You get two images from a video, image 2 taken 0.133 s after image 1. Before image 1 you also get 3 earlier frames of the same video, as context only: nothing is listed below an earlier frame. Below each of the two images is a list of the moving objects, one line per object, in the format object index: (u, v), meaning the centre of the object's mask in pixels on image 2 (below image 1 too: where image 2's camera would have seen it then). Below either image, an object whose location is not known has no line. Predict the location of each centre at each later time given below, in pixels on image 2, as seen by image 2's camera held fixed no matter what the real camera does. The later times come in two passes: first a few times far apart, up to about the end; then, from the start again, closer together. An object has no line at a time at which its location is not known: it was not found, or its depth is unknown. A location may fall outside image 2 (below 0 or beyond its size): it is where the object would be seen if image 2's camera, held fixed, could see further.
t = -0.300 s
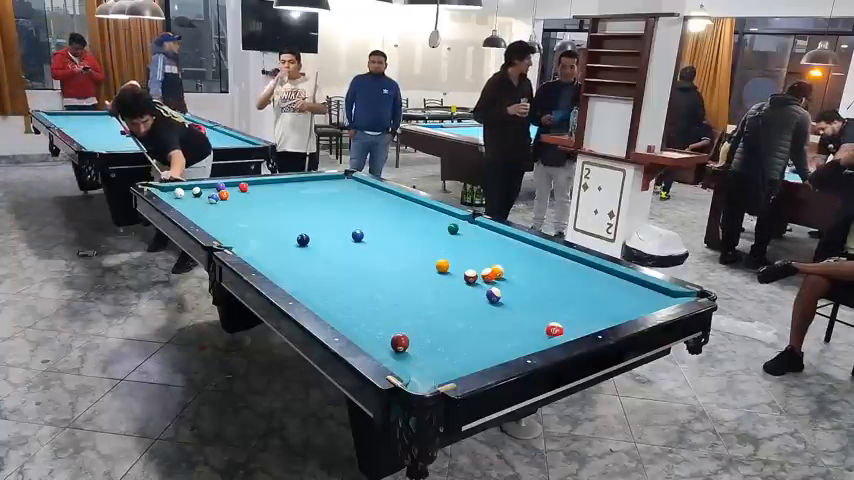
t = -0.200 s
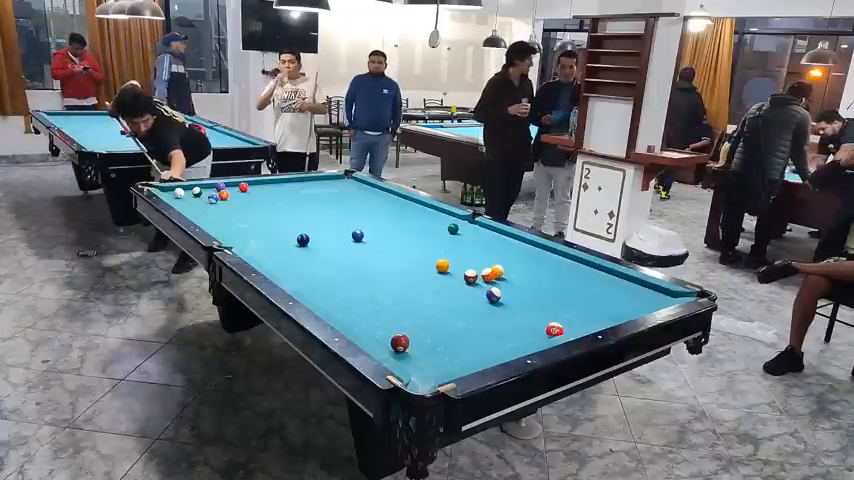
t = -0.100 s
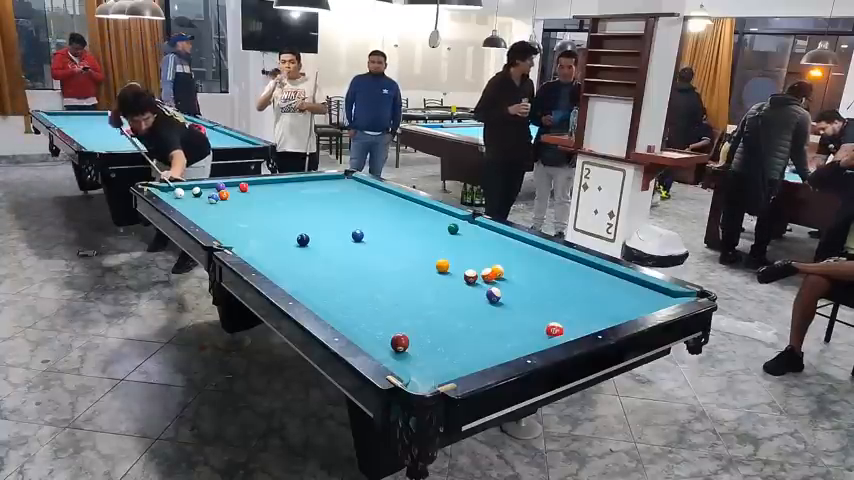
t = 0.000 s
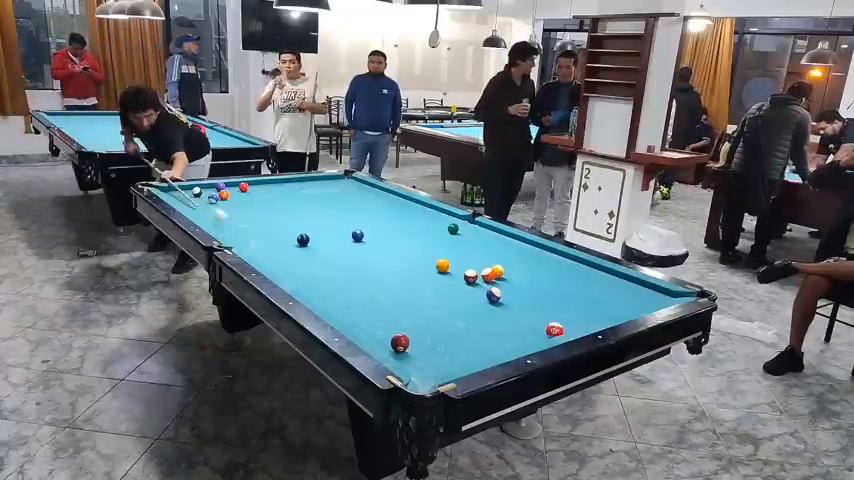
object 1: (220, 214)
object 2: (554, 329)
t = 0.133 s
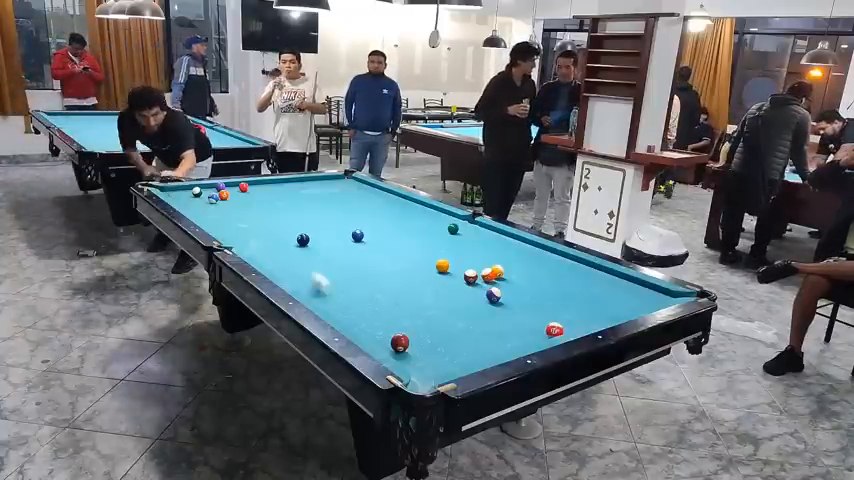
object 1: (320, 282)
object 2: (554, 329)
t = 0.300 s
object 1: (467, 332)
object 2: (554, 329)
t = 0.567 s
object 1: (550, 330)
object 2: (584, 319)
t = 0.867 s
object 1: (567, 313)
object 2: (614, 301)
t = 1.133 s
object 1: (580, 299)
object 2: (634, 286)
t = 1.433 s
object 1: (591, 286)
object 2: (616, 283)
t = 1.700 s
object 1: (574, 275)
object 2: (616, 285)
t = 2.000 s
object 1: (550, 264)
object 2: (623, 287)
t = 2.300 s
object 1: (529, 254)
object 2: (630, 288)
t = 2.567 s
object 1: (512, 247)
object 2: (634, 290)
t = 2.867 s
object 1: (496, 239)
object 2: (637, 291)
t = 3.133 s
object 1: (483, 233)
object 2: (637, 291)
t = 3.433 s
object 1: (470, 228)
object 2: (637, 291)
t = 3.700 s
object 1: (460, 223)
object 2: (638, 291)
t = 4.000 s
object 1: (450, 219)
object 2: (638, 291)
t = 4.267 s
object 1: (442, 215)
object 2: (638, 291)
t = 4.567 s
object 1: (434, 211)
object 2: (638, 291)
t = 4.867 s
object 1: (428, 208)
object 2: (638, 291)
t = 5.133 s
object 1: (423, 206)
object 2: (638, 291)
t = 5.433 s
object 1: (418, 203)
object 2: (638, 291)
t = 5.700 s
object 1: (414, 201)
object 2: (638, 291)
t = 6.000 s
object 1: (411, 199)
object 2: (638, 291)
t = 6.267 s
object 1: (407, 198)
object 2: (638, 291)
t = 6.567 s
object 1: (405, 197)
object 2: (638, 291)
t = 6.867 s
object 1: (403, 197)
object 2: (638, 291)
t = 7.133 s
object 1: (402, 196)
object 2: (638, 291)
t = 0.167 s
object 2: (554, 329)
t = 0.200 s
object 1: (393, 328)
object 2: (554, 329)
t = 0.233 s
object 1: (420, 329)
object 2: (554, 329)
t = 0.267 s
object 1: (443, 329)
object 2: (554, 329)
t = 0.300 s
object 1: (467, 332)
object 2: (554, 329)
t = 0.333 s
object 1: (488, 332)
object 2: (554, 329)
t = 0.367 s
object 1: (508, 332)
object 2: (554, 329)
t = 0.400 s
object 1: (528, 333)
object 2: (554, 329)
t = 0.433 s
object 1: (540, 332)
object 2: (559, 328)
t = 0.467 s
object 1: (544, 333)
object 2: (571, 325)
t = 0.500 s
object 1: (547, 333)
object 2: (578, 323)
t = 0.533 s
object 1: (548, 331)
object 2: (582, 321)
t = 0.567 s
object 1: (550, 330)
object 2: (584, 319)
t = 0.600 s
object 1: (552, 328)
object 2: (588, 317)
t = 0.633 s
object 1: (554, 327)
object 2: (592, 316)
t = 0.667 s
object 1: (556, 324)
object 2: (596, 313)
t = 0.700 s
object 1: (558, 322)
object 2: (599, 311)
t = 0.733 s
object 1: (560, 320)
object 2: (601, 309)
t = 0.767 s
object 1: (562, 318)
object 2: (605, 307)
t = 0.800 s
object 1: (564, 316)
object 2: (608, 305)
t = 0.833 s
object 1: (565, 315)
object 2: (610, 302)
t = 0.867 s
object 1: (567, 313)
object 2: (614, 301)
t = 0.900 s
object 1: (569, 311)
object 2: (616, 299)
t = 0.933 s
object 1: (571, 309)
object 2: (618, 296)
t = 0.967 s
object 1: (572, 307)
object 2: (622, 295)
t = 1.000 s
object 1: (574, 306)
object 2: (624, 294)
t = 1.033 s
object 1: (575, 304)
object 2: (627, 292)
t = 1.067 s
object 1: (577, 302)
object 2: (630, 290)
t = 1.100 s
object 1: (578, 301)
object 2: (632, 288)
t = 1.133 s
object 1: (580, 299)
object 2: (634, 286)
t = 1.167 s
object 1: (581, 297)
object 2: (636, 285)
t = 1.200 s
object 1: (582, 296)
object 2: (639, 284)
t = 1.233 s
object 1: (584, 294)
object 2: (639, 283)
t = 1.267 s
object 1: (585, 293)
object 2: (634, 283)
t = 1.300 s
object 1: (586, 291)
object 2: (632, 283)
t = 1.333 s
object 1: (587, 290)
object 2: (628, 283)
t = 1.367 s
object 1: (589, 289)
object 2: (624, 282)
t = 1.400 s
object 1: (590, 287)
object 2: (620, 283)
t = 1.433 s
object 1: (591, 286)
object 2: (616, 283)
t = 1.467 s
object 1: (593, 285)
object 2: (612, 283)
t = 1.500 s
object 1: (594, 283)
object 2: (608, 283)
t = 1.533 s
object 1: (590, 282)
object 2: (610, 283)
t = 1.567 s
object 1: (586, 280)
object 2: (612, 284)
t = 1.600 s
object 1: (583, 279)
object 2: (613, 284)
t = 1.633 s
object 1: (580, 278)
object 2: (614, 284)
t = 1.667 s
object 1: (577, 276)
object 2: (615, 285)
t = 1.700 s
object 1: (574, 275)
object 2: (616, 285)
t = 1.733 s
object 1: (571, 273)
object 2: (617, 285)
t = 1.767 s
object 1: (568, 272)
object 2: (617, 286)
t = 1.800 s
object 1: (566, 271)
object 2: (618, 286)
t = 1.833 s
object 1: (563, 270)
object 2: (619, 286)
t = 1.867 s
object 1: (560, 268)
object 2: (620, 286)
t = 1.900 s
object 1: (557, 267)
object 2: (621, 287)
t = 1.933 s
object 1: (555, 266)
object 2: (622, 287)
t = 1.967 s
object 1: (552, 265)
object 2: (623, 287)
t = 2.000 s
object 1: (550, 264)
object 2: (623, 287)
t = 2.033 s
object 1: (547, 262)
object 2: (624, 287)
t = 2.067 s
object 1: (545, 262)
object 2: (625, 287)
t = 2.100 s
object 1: (542, 261)
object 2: (625, 288)
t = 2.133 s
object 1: (541, 259)
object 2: (627, 288)
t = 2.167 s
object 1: (537, 258)
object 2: (627, 288)
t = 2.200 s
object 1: (535, 257)
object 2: (628, 288)
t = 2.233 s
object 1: (533, 256)
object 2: (628, 288)
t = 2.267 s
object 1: (531, 255)
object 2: (629, 288)
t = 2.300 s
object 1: (529, 254)
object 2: (630, 288)
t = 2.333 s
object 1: (527, 253)
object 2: (630, 289)
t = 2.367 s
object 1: (524, 252)
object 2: (631, 289)
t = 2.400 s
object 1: (522, 251)
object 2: (631, 289)
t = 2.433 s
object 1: (520, 250)
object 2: (632, 289)
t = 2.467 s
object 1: (518, 249)
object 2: (632, 289)
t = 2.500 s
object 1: (516, 248)
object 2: (633, 289)
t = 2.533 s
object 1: (514, 248)
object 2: (633, 290)
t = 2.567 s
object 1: (512, 247)
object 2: (634, 290)
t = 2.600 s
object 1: (510, 246)
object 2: (634, 290)
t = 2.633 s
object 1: (508, 245)
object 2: (634, 290)
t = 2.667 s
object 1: (507, 244)
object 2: (635, 290)
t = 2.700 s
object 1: (505, 243)
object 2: (635, 290)
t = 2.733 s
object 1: (503, 242)
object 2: (635, 290)
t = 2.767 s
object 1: (501, 241)
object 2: (636, 290)
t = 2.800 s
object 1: (499, 241)
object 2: (636, 290)
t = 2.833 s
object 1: (498, 240)
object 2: (637, 290)
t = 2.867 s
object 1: (496, 239)
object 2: (637, 291)
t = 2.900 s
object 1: (494, 238)
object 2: (637, 291)
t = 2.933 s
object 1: (492, 237)
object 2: (637, 291)
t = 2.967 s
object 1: (490, 237)
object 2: (637, 291)
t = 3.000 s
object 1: (489, 236)
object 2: (637, 291)
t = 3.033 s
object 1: (488, 235)
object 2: (637, 290)
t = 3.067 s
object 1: (486, 235)
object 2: (637, 290)
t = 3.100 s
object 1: (485, 234)
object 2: (637, 291)
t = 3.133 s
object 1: (483, 233)
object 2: (637, 291)
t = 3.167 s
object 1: (482, 233)
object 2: (637, 291)
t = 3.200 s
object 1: (480, 232)
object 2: (637, 291)
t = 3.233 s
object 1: (478, 232)
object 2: (637, 291)
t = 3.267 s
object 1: (477, 231)
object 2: (637, 291)
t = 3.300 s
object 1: (475, 230)
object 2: (637, 291)
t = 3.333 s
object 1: (474, 230)
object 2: (637, 291)
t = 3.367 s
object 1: (472, 229)
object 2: (637, 291)
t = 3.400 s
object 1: (471, 228)
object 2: (637, 291)
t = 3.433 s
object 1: (470, 228)
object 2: (637, 291)
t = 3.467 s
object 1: (469, 227)
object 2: (638, 291)
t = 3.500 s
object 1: (467, 227)
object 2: (638, 291)
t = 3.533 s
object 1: (466, 226)
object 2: (638, 291)
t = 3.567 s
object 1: (465, 225)
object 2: (638, 291)
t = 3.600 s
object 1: (463, 225)
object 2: (638, 291)
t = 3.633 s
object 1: (462, 224)
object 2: (638, 291)
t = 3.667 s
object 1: (461, 223)
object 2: (638, 291)
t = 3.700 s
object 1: (460, 223)
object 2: (638, 291)
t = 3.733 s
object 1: (459, 222)
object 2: (638, 291)
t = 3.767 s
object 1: (459, 222)
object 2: (638, 291)
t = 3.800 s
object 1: (457, 221)
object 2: (638, 291)
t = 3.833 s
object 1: (456, 221)
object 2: (638, 291)
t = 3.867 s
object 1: (455, 220)
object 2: (638, 291)
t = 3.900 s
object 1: (453, 220)
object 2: (638, 291)
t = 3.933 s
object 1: (452, 220)
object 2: (638, 291)
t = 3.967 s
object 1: (452, 219)
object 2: (638, 291)
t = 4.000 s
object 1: (450, 219)
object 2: (638, 291)
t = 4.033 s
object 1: (449, 218)
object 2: (638, 291)
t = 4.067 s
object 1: (448, 218)
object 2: (637, 291)
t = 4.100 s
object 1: (447, 217)
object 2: (638, 291)
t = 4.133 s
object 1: (446, 217)
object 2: (638, 291)
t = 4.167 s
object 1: (445, 216)
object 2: (638, 291)
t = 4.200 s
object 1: (444, 216)
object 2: (638, 291)
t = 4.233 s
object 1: (443, 216)
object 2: (638, 291)
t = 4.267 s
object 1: (442, 215)
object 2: (638, 291)
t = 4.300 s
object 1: (441, 214)
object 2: (638, 291)
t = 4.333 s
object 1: (440, 214)
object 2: (638, 291)
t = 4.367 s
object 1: (439, 214)
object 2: (638, 291)
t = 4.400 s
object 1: (438, 213)
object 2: (638, 291)
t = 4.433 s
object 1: (437, 213)
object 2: (638, 291)
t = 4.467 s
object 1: (436, 213)
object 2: (638, 291)
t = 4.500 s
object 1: (436, 212)
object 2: (638, 291)
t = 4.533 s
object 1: (435, 212)
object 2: (638, 291)
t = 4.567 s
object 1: (434, 211)
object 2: (638, 291)
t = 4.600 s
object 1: (433, 211)
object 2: (638, 291)
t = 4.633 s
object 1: (432, 211)
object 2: (638, 291)
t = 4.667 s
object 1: (432, 210)
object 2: (638, 291)
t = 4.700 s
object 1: (431, 210)
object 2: (638, 291)
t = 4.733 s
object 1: (430, 210)
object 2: (638, 291)
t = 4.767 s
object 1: (430, 209)
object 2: (638, 291)
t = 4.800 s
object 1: (429, 209)
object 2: (638, 291)
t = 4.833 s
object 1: (429, 208)
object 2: (638, 291)
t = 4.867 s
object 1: (428, 208)
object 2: (638, 291)
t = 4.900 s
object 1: (427, 208)
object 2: (638, 291)
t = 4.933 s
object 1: (427, 208)
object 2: (638, 291)
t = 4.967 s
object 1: (426, 207)
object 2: (638, 291)
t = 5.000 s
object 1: (425, 207)
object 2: (638, 291)
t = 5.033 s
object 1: (425, 207)
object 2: (638, 291)
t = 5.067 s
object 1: (424, 206)
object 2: (638, 291)
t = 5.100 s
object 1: (424, 206)
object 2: (638, 291)
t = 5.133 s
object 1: (423, 206)
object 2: (638, 291)
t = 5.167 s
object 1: (422, 205)
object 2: (638, 291)
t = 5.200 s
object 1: (422, 205)
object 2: (638, 291)
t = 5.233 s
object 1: (421, 205)
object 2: (638, 291)
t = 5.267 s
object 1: (421, 205)
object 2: (638, 291)
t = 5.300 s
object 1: (420, 204)
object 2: (638, 291)
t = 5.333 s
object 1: (420, 204)
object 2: (638, 291)
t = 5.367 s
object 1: (419, 204)
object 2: (638, 291)
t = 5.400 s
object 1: (419, 204)
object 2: (638, 291)
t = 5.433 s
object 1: (418, 203)
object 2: (638, 291)
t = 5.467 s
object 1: (418, 203)
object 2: (638, 291)
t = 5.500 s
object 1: (417, 203)
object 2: (638, 291)
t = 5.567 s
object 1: (416, 202)
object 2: (638, 291)
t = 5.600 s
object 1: (416, 202)
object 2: (638, 291)
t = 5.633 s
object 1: (415, 202)
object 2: (638, 291)
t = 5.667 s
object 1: (415, 201)
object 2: (638, 291)
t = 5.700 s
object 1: (414, 201)
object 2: (638, 291)
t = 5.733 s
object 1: (414, 201)
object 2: (638, 291)
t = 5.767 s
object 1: (414, 201)
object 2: (638, 291)
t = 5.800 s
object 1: (413, 201)
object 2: (638, 291)
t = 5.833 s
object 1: (413, 200)
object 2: (638, 291)
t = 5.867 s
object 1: (412, 200)
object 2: (638, 291)
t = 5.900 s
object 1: (412, 200)
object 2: (638, 291)
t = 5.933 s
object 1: (412, 200)
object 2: (638, 291)
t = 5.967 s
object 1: (411, 200)
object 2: (638, 291)
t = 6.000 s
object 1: (411, 199)
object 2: (638, 291)
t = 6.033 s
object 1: (410, 199)
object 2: (638, 291)
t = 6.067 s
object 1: (410, 199)
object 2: (638, 291)
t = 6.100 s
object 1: (410, 199)
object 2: (638, 291)
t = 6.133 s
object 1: (409, 199)
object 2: (638, 291)
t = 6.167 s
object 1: (409, 199)
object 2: (638, 291)
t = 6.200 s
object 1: (408, 199)
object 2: (638, 291)
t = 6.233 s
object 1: (408, 198)
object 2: (638, 291)
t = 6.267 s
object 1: (407, 198)
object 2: (638, 291)
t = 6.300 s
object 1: (407, 198)
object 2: (638, 291)
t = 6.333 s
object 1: (407, 198)
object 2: (638, 291)
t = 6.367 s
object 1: (407, 198)
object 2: (638, 291)
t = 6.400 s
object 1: (406, 198)
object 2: (638, 291)
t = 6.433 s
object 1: (406, 198)
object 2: (638, 291)
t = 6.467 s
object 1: (405, 198)
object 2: (638, 291)
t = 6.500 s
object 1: (405, 198)
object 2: (638, 291)
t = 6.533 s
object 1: (405, 197)
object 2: (638, 291)
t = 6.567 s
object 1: (405, 197)
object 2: (638, 291)
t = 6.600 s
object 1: (405, 197)
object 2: (638, 291)
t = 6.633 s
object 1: (404, 197)
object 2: (638, 291)
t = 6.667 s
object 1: (404, 197)
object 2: (638, 291)
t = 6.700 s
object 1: (404, 197)
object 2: (638, 291)
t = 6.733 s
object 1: (403, 197)
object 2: (638, 291)
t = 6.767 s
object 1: (403, 197)
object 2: (638, 291)
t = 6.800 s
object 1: (403, 197)
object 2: (638, 291)
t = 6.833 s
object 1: (403, 197)
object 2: (638, 291)
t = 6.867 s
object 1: (403, 197)
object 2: (638, 291)
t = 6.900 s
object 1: (403, 197)
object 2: (638, 291)
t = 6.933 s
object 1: (403, 197)
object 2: (638, 291)
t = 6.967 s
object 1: (402, 196)
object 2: (638, 291)
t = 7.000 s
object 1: (402, 197)
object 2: (638, 291)
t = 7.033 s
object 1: (402, 196)
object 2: (638, 291)
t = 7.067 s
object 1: (402, 196)
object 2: (638, 291)
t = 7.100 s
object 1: (402, 196)
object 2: (638, 291)
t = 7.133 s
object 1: (402, 196)
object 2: (638, 291)
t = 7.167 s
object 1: (402, 196)
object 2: (638, 291)
